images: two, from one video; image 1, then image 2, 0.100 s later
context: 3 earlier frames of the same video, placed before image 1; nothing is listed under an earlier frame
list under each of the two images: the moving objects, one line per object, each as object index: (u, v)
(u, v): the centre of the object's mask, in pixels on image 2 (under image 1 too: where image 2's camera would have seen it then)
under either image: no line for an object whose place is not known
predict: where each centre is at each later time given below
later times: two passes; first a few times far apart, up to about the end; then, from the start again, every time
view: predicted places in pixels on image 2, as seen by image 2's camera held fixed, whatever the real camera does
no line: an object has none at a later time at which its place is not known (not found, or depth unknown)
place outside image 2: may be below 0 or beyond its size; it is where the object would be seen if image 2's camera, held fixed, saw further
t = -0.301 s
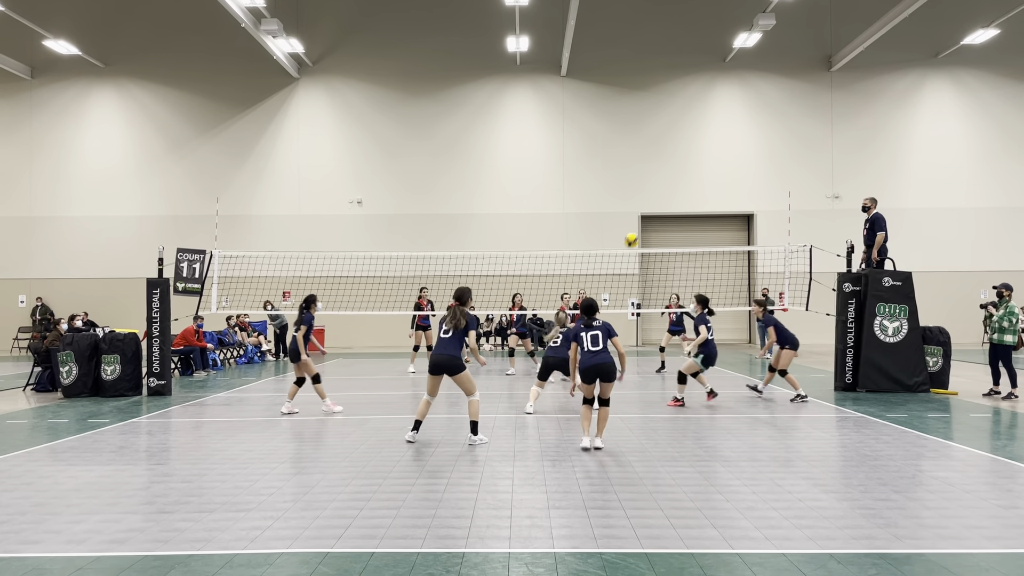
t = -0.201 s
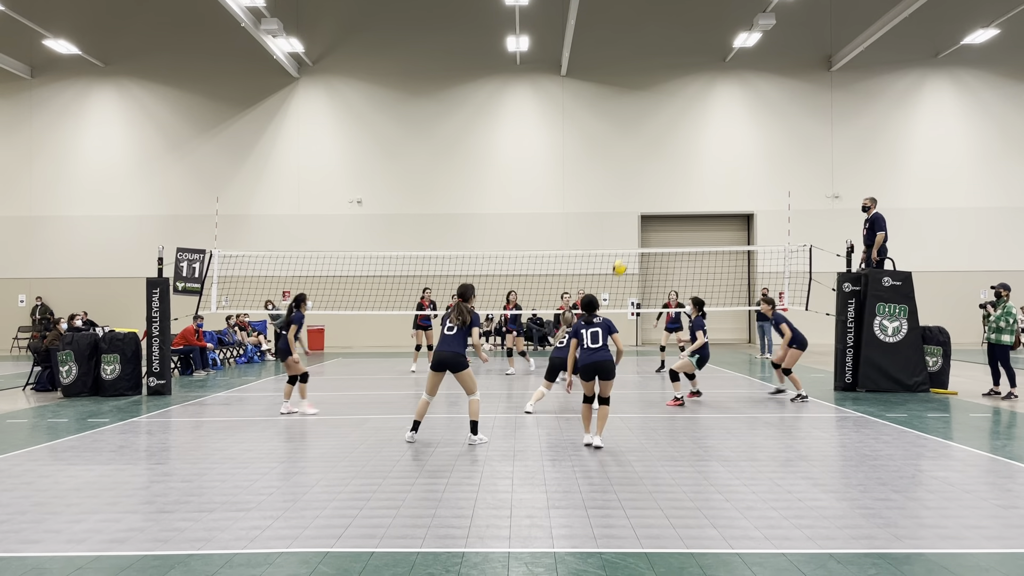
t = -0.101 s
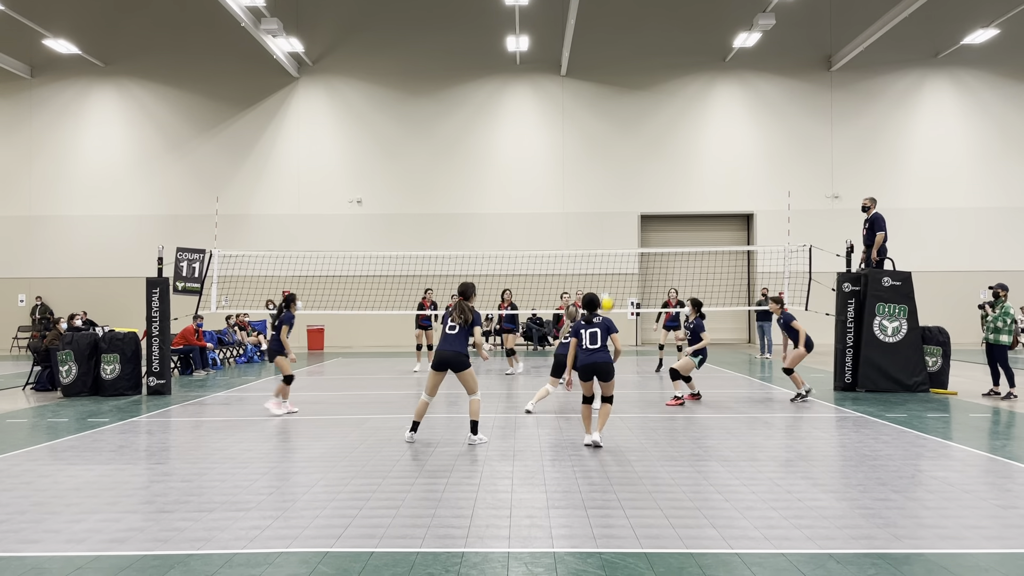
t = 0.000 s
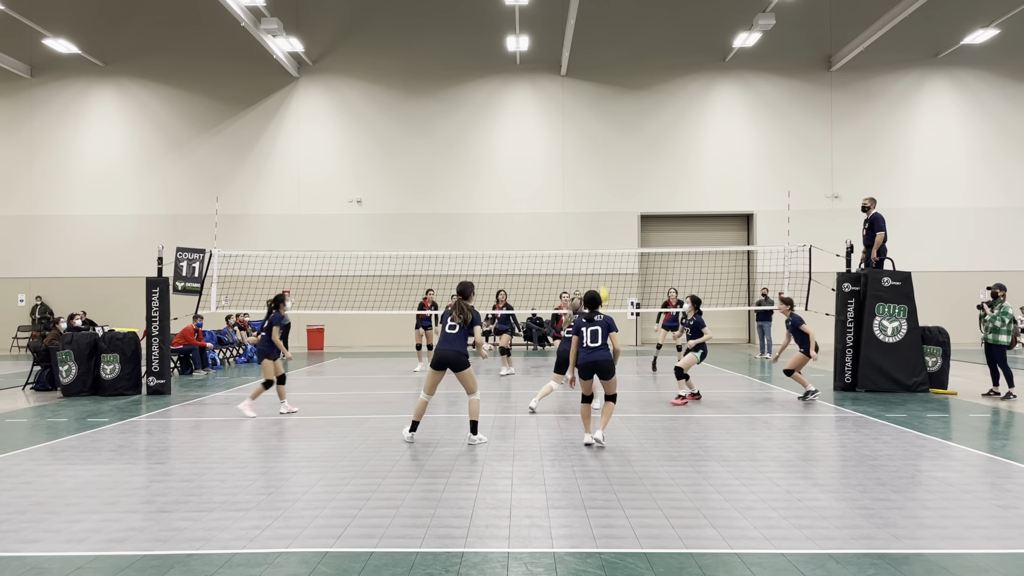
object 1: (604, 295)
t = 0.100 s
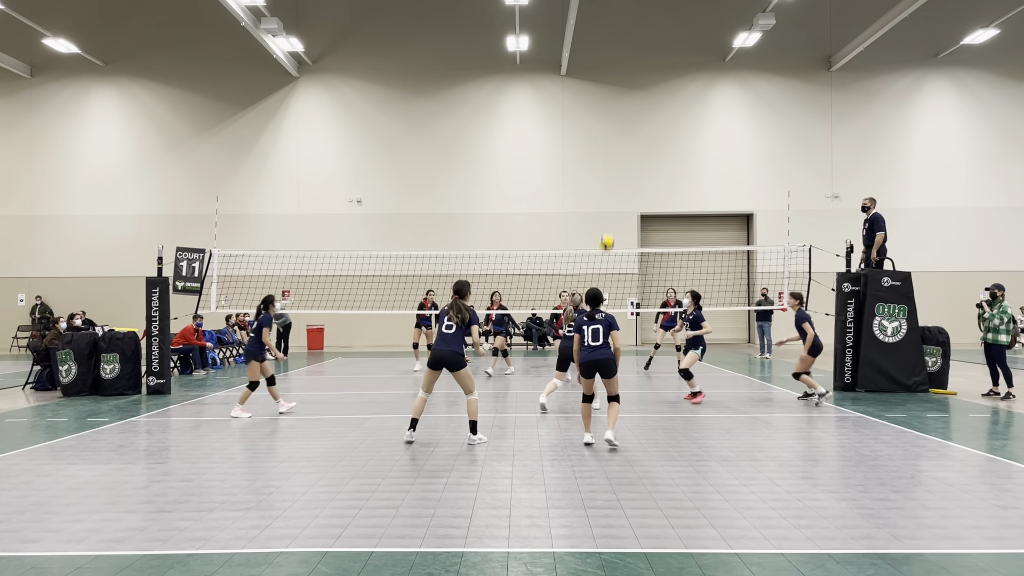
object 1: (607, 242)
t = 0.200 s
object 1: (612, 198)
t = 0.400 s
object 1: (621, 132)
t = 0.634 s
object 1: (631, 94)
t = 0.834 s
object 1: (640, 91)
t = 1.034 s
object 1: (648, 114)
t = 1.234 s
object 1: (655, 164)
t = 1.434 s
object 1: (663, 234)
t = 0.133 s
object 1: (608, 227)
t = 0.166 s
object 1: (610, 212)
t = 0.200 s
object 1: (612, 198)
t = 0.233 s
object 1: (613, 184)
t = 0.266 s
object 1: (615, 172)
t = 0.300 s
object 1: (616, 161)
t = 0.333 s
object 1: (618, 150)
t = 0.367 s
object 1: (619, 141)
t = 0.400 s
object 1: (621, 132)
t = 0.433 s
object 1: (622, 124)
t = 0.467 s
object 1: (624, 117)
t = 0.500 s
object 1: (625, 111)
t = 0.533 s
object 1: (627, 105)
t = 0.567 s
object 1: (628, 101)
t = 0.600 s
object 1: (630, 97)
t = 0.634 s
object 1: (631, 94)
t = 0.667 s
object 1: (633, 91)
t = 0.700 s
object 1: (634, 90)
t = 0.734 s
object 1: (635, 89)
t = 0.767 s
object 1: (637, 89)
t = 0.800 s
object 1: (638, 90)
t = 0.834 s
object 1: (640, 91)
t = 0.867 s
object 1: (641, 93)
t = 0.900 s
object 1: (642, 96)
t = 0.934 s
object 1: (644, 99)
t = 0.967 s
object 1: (645, 104)
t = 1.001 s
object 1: (646, 109)
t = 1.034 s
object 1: (648, 114)
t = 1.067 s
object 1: (649, 121)
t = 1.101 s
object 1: (650, 128)
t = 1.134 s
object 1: (651, 136)
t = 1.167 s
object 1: (653, 144)
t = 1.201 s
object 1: (654, 154)
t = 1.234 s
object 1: (655, 164)
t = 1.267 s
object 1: (656, 174)
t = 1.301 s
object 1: (658, 184)
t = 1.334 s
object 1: (659, 196)
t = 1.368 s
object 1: (661, 209)
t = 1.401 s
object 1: (662, 220)
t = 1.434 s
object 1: (663, 234)
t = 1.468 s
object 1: (664, 248)
